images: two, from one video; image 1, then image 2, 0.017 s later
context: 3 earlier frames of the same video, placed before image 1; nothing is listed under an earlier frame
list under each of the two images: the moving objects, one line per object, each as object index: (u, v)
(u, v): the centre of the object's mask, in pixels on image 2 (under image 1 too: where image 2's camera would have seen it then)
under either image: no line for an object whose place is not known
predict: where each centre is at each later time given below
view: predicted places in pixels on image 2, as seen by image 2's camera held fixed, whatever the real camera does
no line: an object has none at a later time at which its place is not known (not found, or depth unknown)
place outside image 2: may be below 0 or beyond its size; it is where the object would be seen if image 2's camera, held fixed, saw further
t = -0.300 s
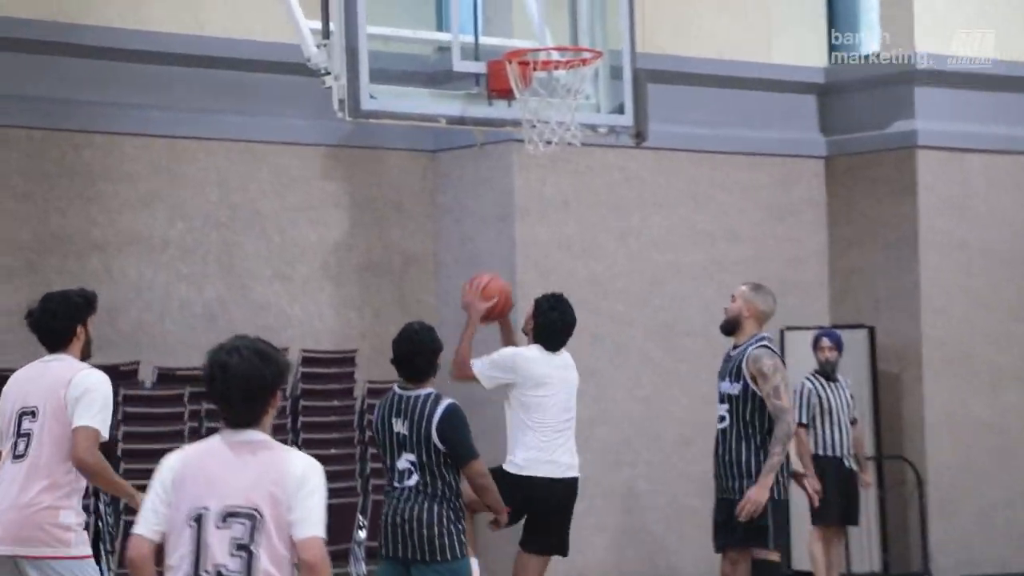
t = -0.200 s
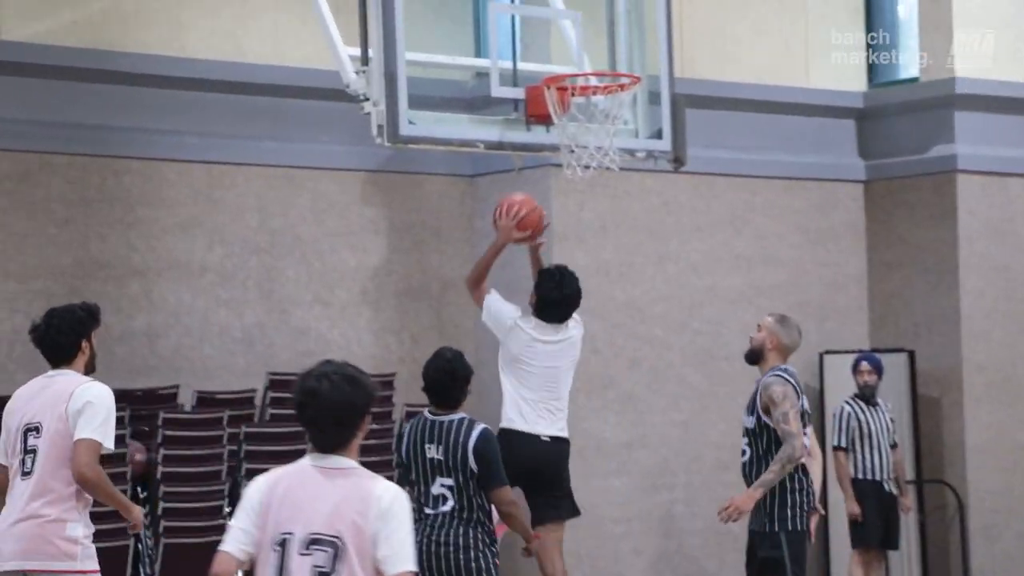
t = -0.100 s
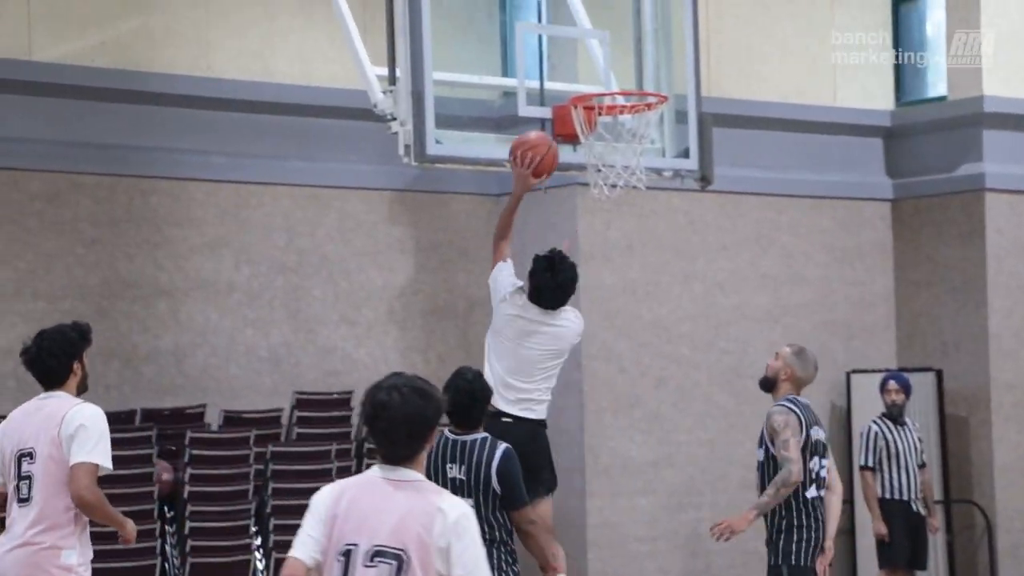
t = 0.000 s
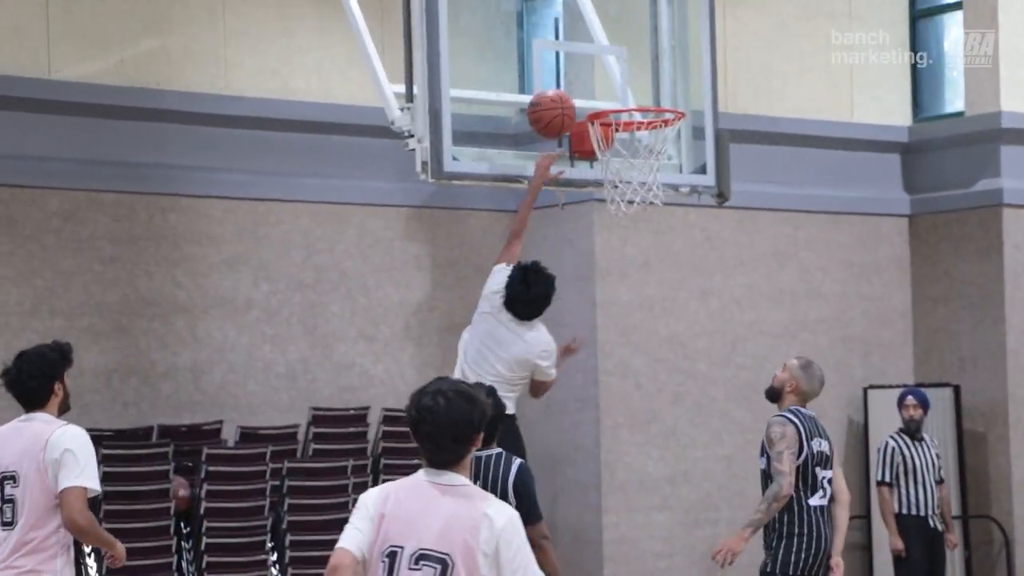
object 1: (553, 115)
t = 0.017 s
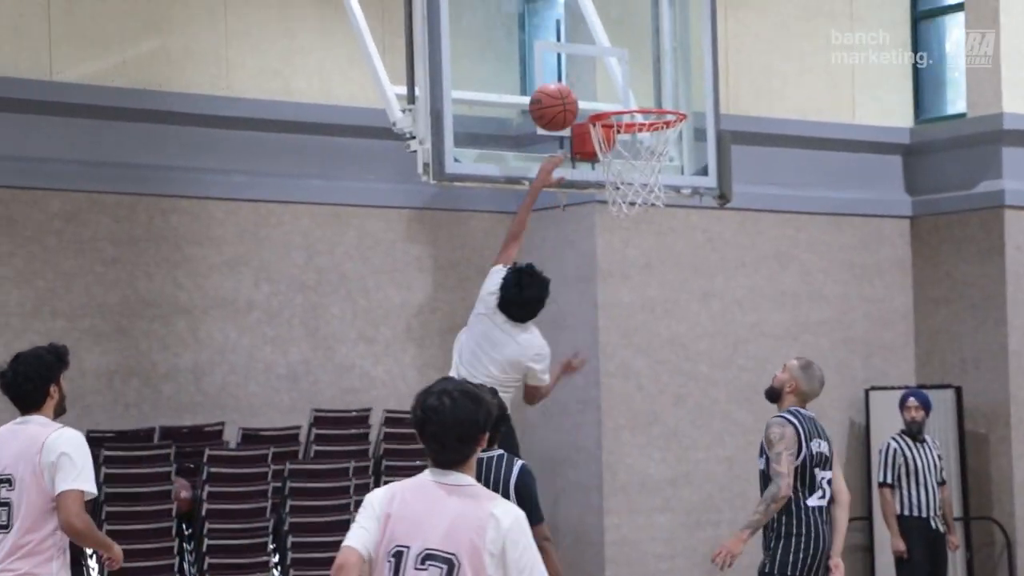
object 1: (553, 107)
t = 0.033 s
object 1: (554, 100)
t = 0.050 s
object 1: (554, 93)
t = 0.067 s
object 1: (555, 87)
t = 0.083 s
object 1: (555, 81)
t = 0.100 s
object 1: (556, 76)
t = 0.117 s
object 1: (556, 72)
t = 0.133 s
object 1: (558, 68)
